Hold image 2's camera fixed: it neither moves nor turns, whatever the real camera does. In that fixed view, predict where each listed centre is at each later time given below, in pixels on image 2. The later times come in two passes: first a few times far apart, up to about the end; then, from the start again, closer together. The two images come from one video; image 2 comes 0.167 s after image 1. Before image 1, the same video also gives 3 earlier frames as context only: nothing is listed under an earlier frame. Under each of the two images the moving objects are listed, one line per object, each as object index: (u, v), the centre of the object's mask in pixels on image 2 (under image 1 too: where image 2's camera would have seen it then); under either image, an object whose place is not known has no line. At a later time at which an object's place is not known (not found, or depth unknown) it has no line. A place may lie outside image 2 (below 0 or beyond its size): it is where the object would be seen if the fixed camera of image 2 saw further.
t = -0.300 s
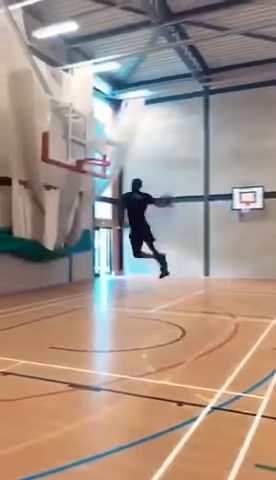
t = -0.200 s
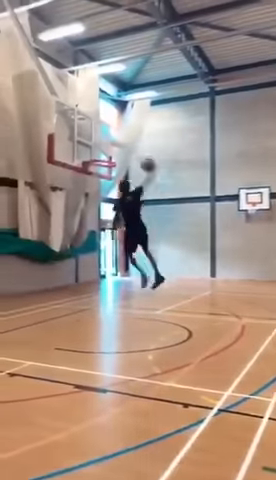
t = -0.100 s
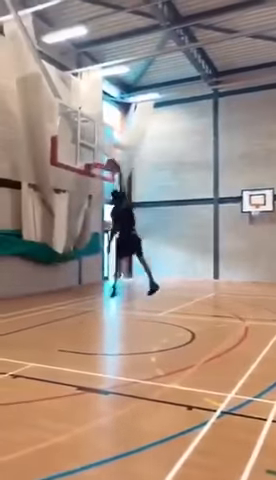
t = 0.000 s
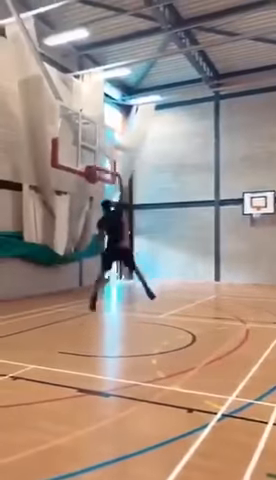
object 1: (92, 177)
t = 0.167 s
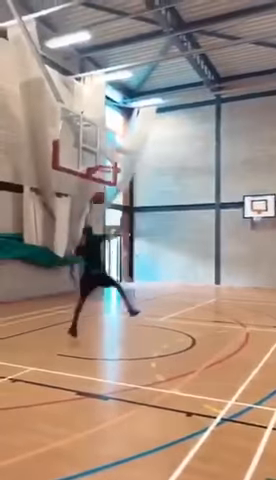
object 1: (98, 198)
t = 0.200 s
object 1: (100, 204)
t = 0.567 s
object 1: (120, 314)
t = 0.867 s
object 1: (143, 275)
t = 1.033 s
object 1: (156, 249)
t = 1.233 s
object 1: (172, 239)
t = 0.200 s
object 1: (100, 204)
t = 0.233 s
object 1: (102, 210)
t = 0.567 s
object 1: (120, 314)
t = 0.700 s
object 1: (129, 320)
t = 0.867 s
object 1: (143, 275)
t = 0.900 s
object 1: (145, 268)
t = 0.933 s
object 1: (148, 262)
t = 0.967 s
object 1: (151, 257)
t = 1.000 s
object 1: (154, 252)
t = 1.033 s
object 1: (156, 249)
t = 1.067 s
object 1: (159, 245)
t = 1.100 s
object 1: (162, 243)
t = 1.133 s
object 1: (165, 241)
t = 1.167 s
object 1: (167, 239)
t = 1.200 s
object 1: (170, 239)
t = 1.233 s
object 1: (172, 239)
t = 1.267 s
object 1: (175, 239)
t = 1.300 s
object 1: (178, 241)
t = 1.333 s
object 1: (180, 242)
